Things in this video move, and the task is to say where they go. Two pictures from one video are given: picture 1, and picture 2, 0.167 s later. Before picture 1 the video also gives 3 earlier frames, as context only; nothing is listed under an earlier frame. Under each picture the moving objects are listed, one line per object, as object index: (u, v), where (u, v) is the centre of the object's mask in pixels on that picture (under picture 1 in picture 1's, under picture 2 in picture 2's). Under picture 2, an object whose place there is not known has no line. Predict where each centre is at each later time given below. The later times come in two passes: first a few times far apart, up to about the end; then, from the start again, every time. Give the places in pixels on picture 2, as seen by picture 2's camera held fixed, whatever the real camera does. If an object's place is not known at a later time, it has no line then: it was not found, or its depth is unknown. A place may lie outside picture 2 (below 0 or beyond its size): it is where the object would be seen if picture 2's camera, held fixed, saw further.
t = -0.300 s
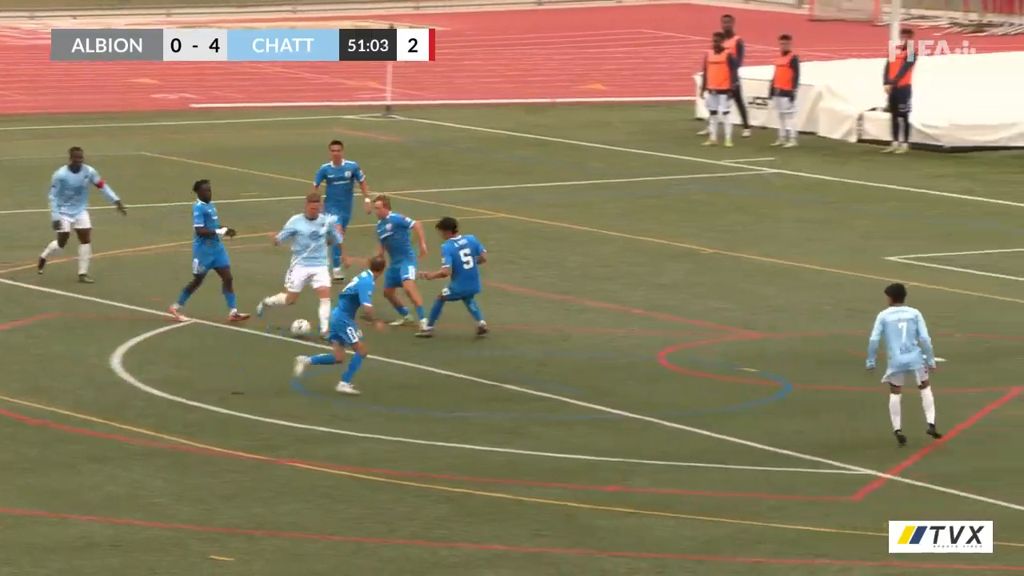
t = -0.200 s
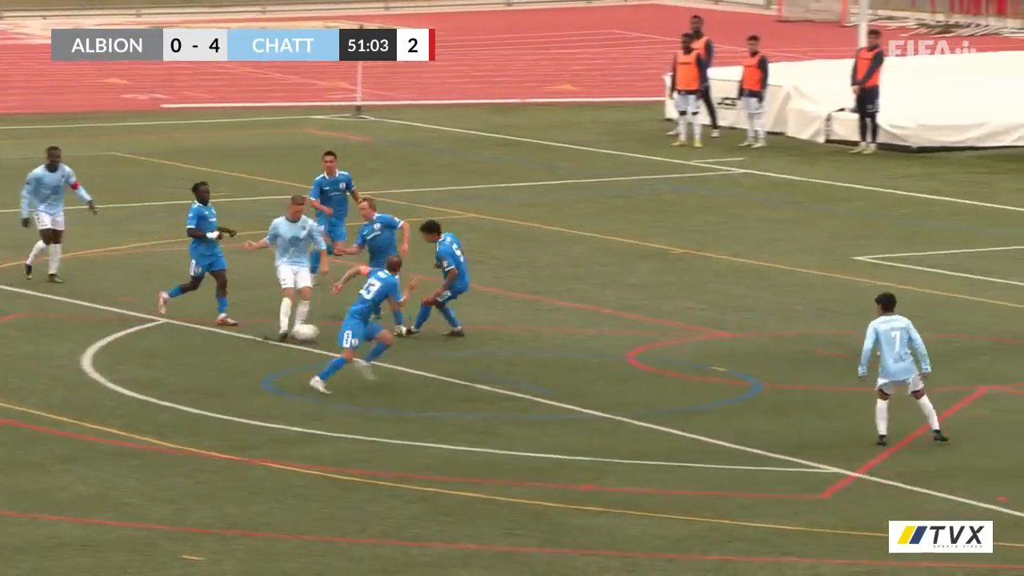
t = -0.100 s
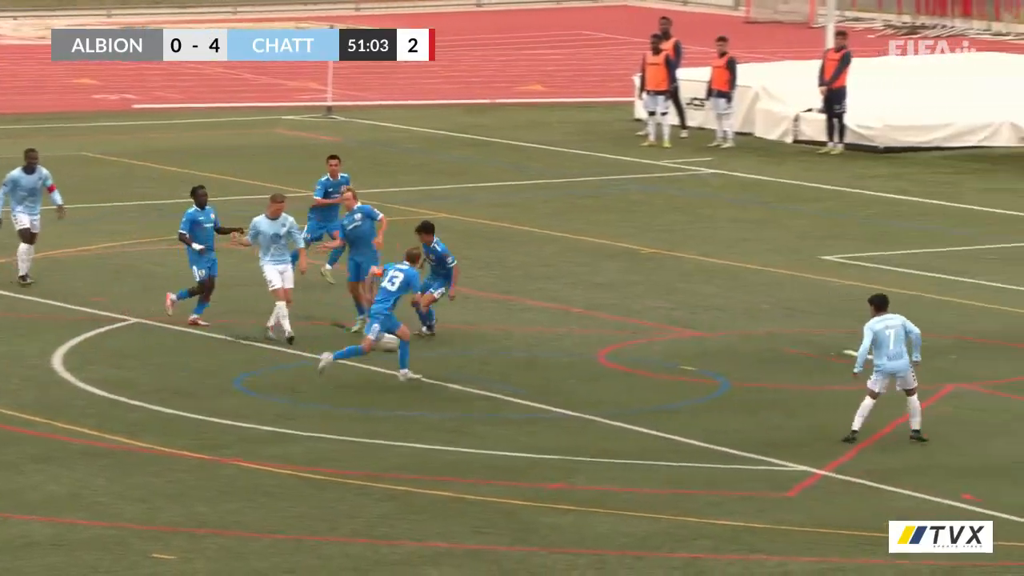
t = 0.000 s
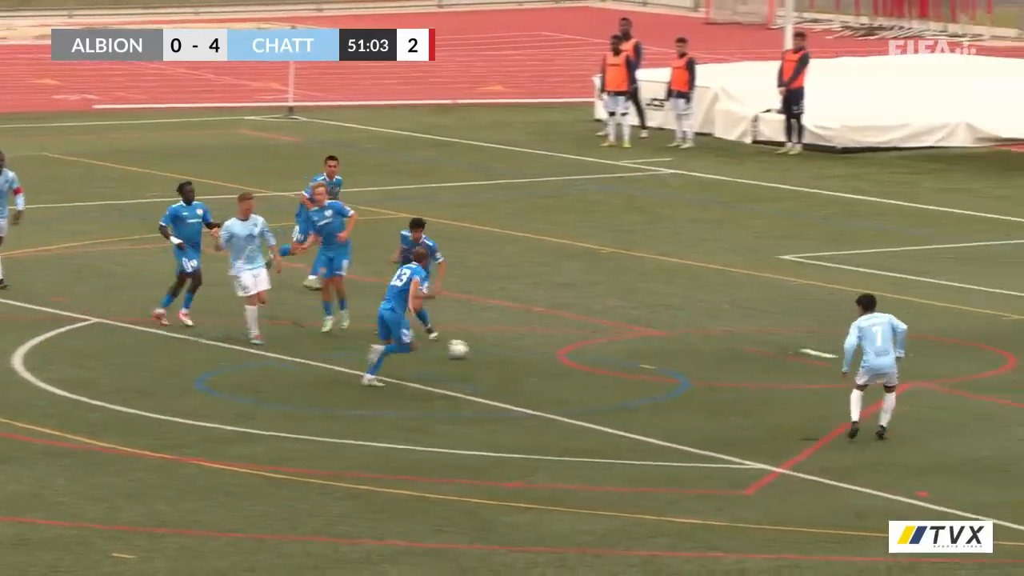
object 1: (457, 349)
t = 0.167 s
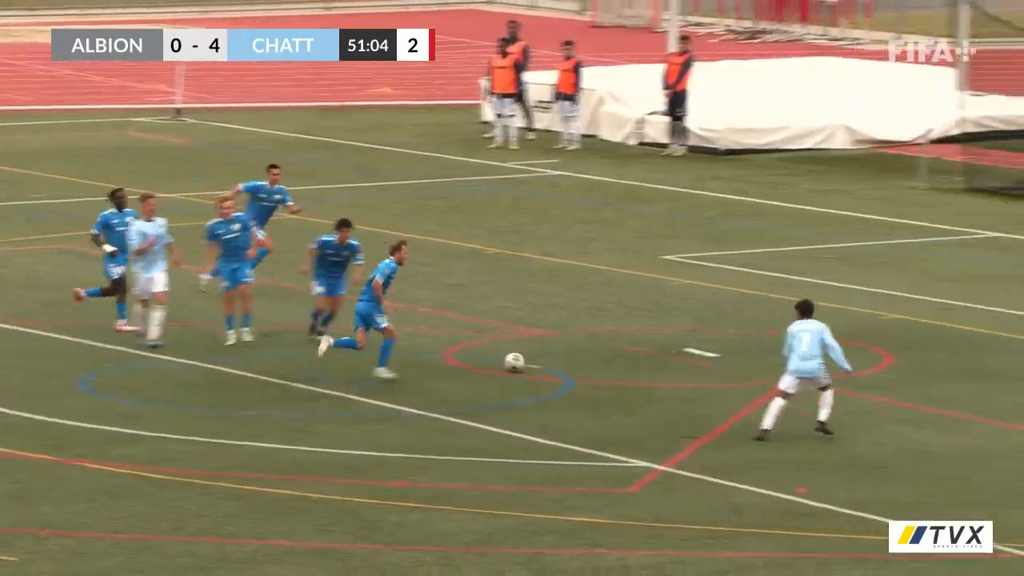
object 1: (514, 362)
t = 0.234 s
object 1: (579, 367)
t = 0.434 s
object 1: (765, 381)
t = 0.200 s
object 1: (546, 364)
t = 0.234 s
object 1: (579, 367)
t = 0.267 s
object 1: (611, 369)
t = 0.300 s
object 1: (642, 371)
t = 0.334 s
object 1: (674, 376)
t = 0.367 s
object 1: (705, 378)
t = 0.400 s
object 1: (735, 378)
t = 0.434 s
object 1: (765, 381)
